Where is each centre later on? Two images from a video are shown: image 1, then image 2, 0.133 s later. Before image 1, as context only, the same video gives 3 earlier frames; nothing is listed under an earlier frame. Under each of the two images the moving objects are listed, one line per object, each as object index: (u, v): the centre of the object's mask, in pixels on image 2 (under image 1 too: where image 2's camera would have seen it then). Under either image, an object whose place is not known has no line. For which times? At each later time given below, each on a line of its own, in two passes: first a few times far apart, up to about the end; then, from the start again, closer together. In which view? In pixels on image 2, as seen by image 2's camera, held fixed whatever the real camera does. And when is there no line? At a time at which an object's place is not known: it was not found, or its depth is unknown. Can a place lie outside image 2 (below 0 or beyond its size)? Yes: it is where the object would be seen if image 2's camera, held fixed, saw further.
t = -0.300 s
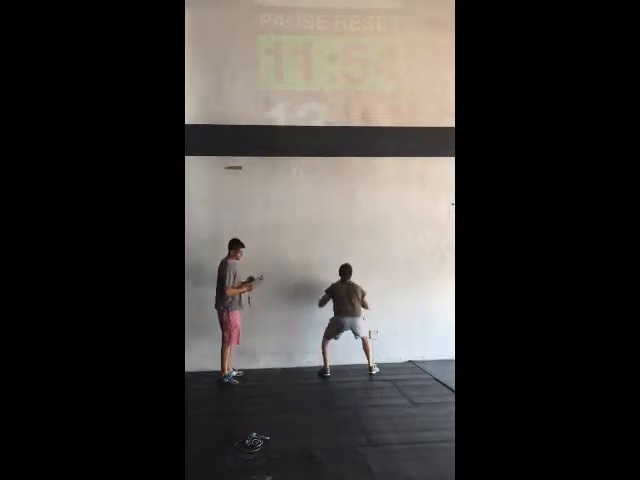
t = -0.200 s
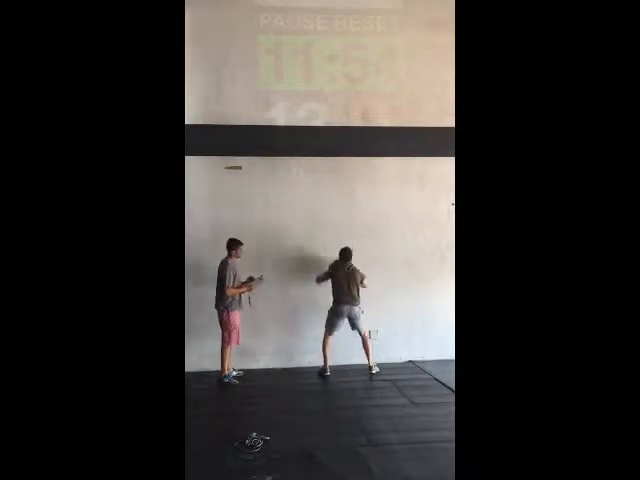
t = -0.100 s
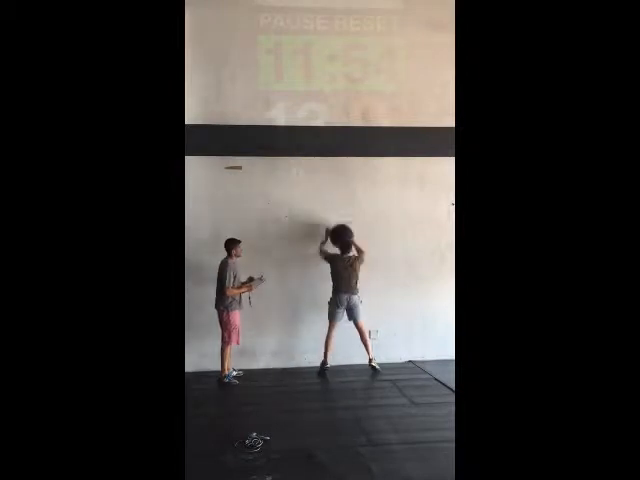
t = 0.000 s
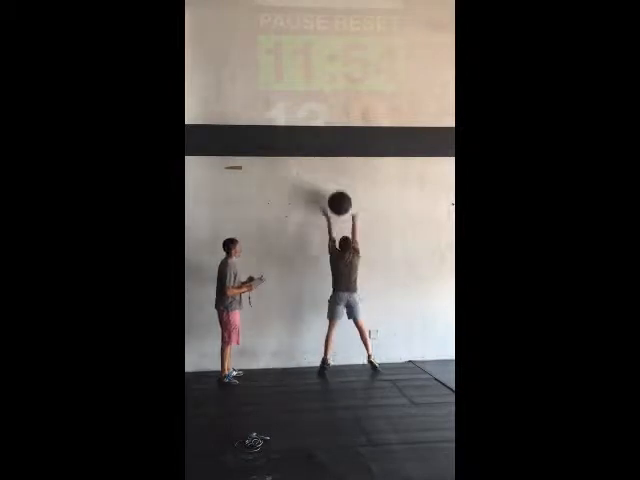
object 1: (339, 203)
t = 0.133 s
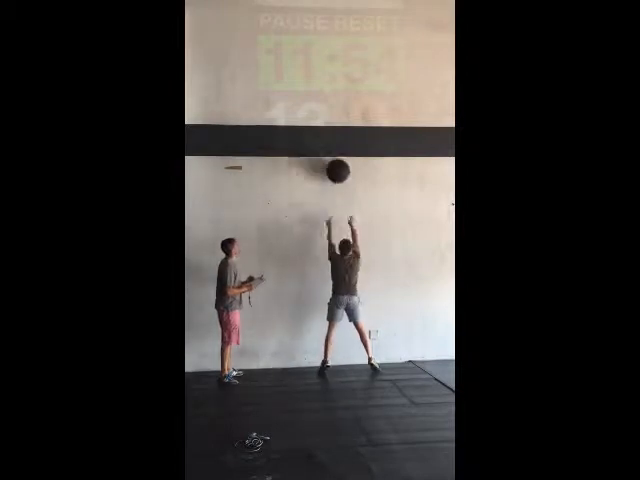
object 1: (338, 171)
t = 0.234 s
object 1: (336, 158)
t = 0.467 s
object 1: (335, 148)
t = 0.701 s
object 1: (334, 175)
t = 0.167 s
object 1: (337, 166)
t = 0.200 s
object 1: (337, 162)
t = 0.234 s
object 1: (336, 158)
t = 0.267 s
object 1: (336, 156)
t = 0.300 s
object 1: (336, 155)
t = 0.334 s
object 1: (336, 150)
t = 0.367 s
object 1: (336, 148)
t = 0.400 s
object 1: (337, 148)
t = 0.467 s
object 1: (335, 148)
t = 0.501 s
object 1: (334, 152)
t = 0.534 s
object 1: (334, 153)
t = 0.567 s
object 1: (334, 156)
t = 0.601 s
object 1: (334, 159)
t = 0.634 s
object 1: (334, 163)
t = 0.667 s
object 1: (334, 169)
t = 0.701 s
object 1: (334, 175)
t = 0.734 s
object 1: (334, 183)
